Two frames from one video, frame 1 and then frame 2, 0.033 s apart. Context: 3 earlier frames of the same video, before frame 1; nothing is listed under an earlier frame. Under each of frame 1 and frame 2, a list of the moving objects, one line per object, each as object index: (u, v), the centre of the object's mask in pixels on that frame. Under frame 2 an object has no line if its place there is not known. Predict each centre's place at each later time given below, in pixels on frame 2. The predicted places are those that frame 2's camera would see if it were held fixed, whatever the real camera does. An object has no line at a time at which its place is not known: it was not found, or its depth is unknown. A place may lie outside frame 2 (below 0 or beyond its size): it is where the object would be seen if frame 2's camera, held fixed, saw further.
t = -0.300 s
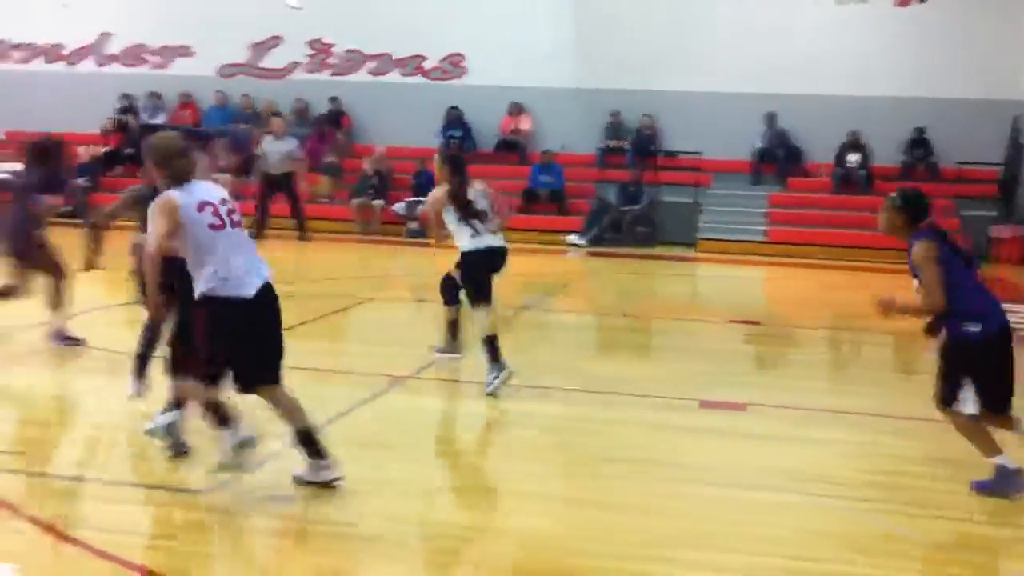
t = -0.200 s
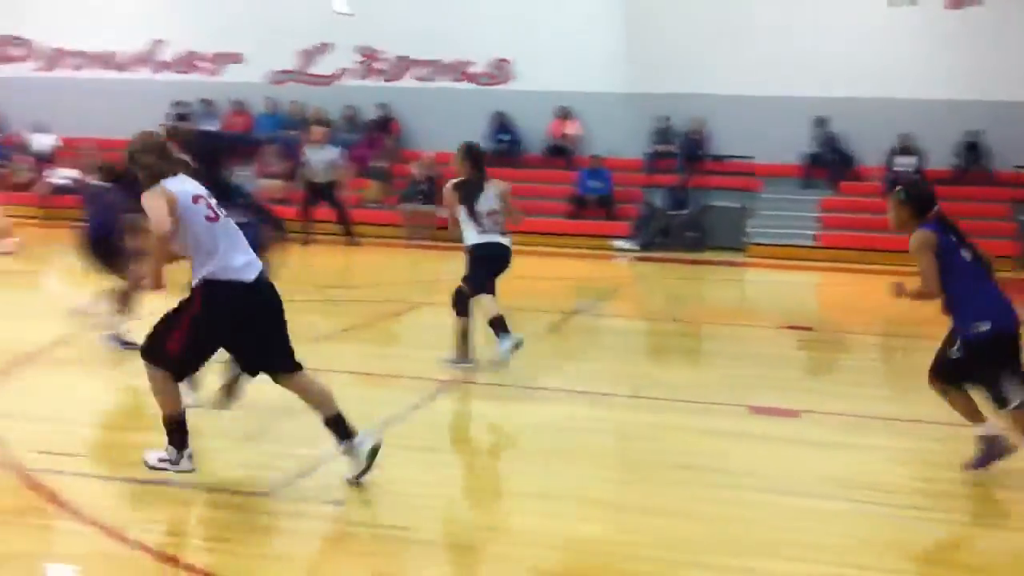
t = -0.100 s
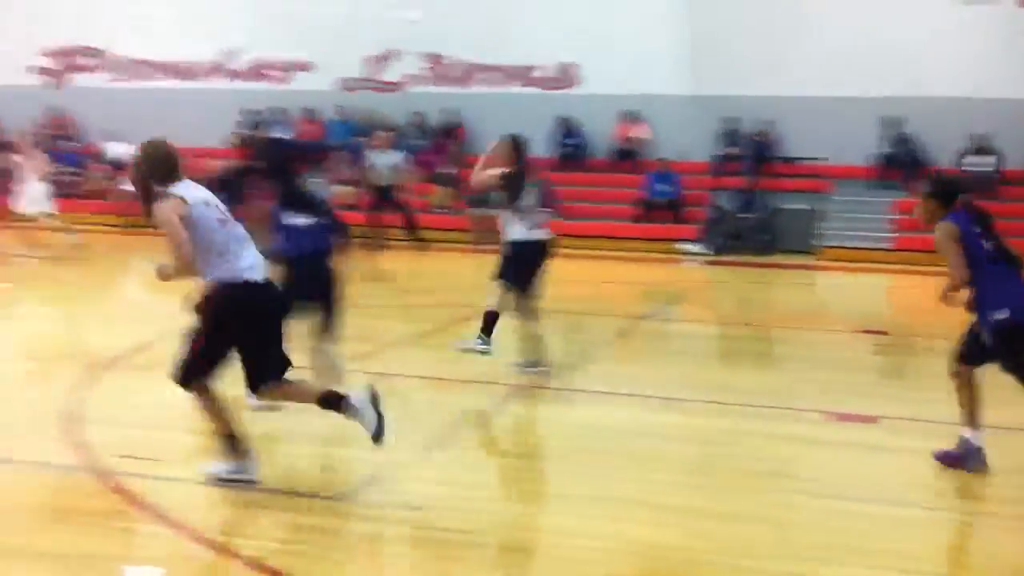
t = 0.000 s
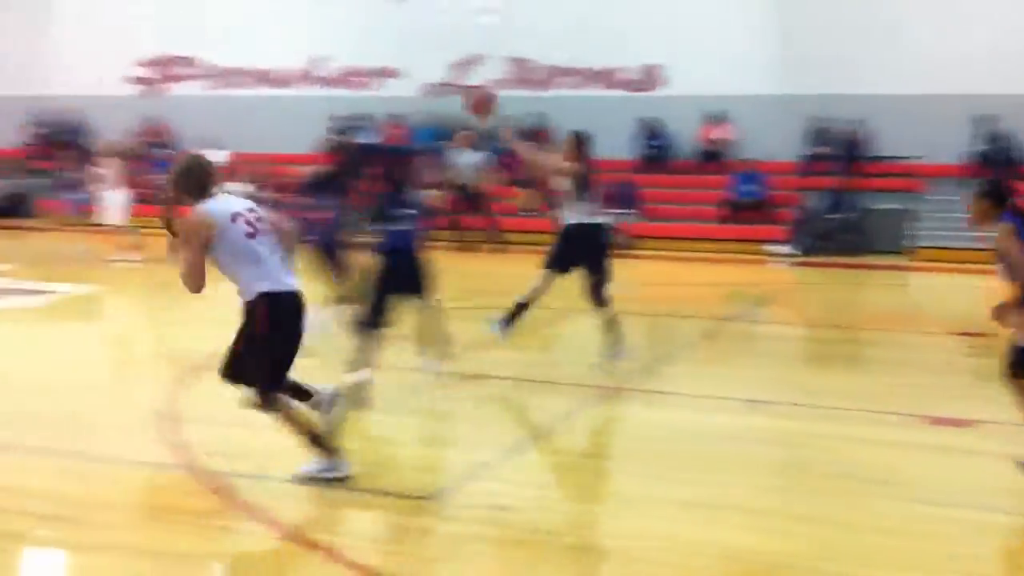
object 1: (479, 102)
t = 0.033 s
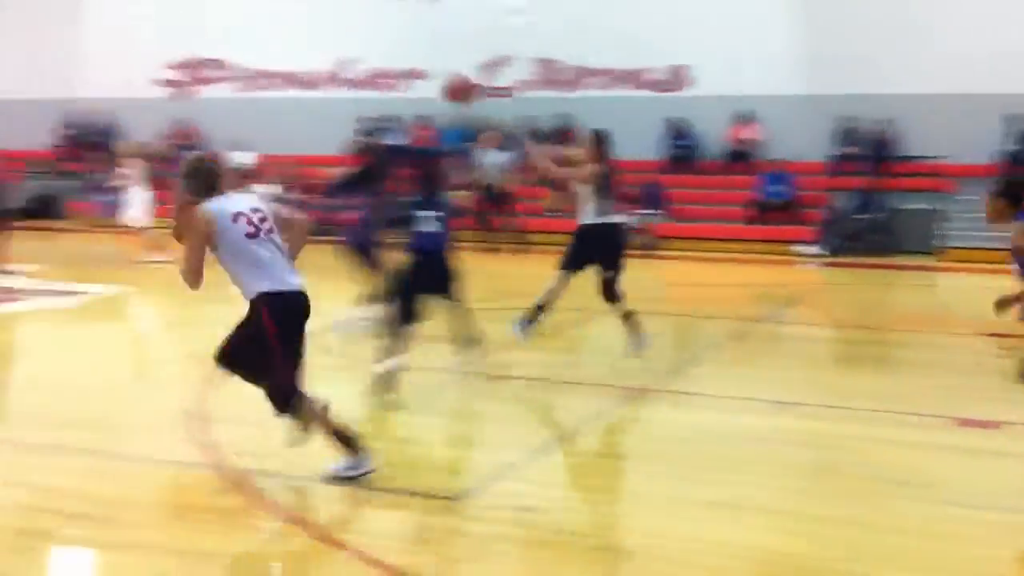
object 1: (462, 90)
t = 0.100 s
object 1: (367, 69)
